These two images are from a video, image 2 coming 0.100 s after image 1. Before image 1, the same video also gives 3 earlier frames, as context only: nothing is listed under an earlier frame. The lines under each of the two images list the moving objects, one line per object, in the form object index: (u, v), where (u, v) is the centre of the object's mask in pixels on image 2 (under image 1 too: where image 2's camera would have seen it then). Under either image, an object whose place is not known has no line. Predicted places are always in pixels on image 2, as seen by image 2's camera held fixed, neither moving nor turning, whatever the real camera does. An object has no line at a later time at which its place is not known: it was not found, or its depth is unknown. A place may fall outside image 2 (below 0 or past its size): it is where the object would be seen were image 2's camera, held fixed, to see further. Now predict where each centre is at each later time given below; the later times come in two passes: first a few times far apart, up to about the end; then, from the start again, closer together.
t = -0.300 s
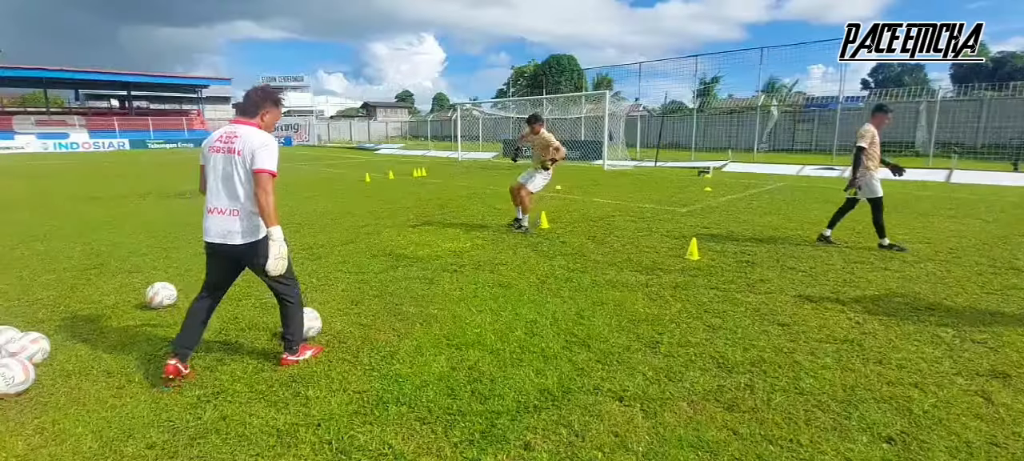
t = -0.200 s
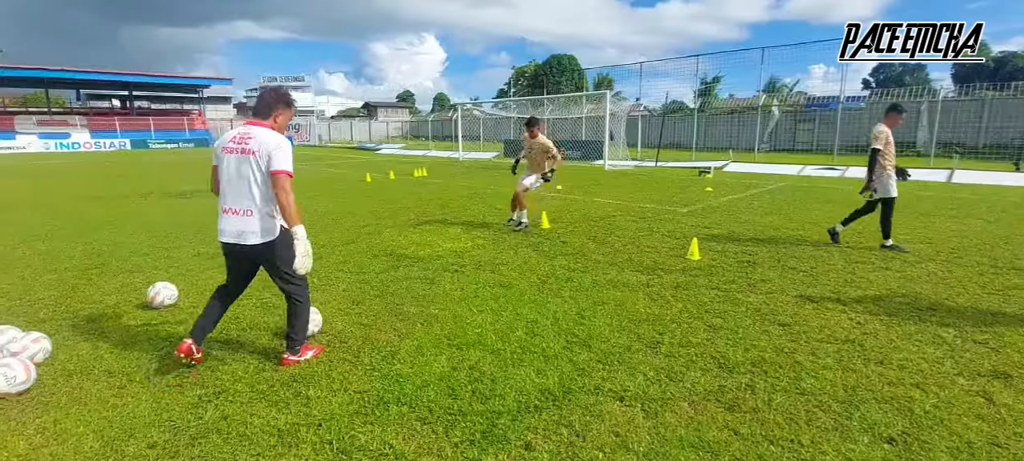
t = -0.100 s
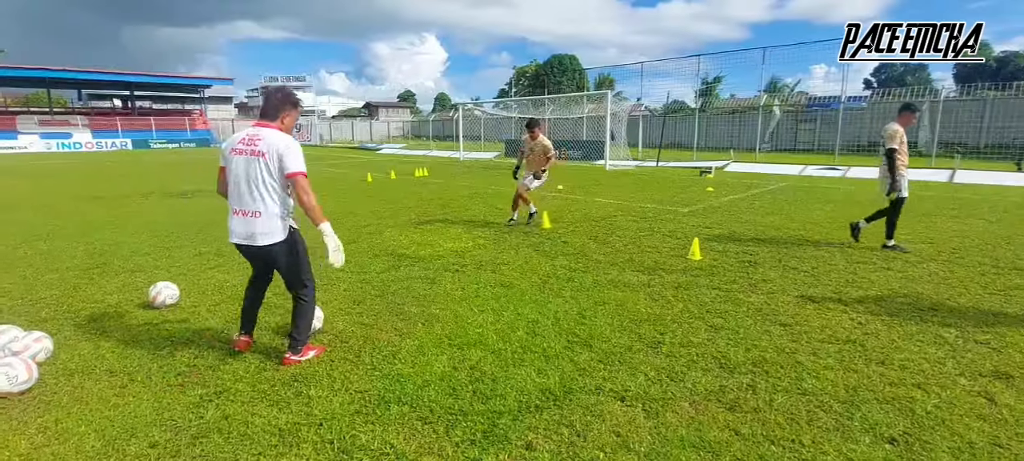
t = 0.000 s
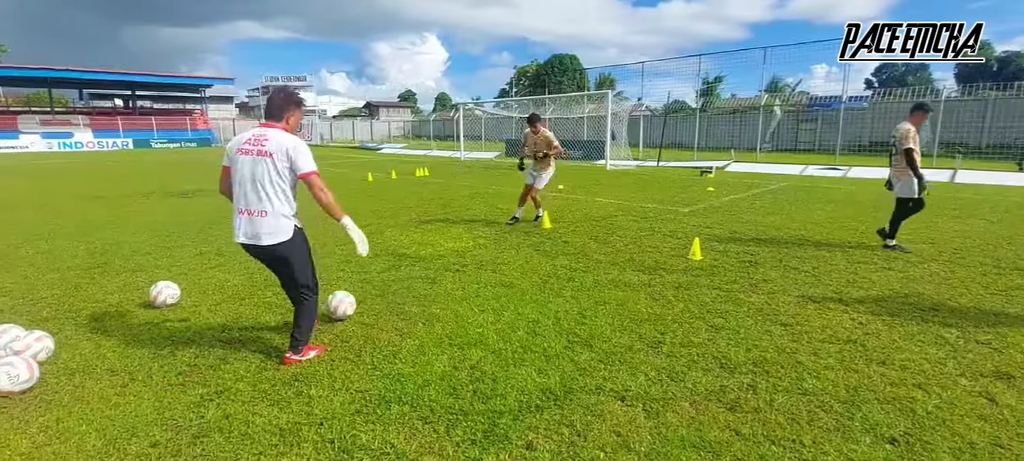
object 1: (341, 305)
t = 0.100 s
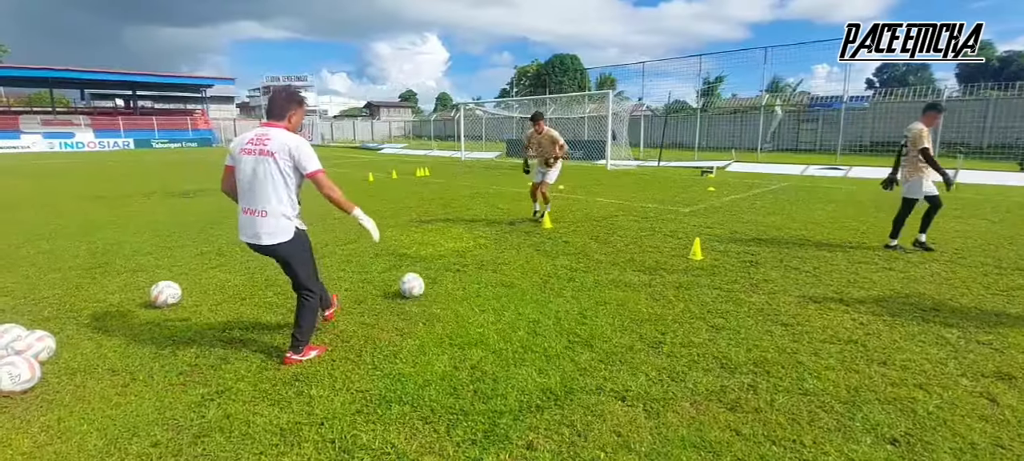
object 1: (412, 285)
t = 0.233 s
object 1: (476, 265)
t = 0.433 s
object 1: (538, 246)
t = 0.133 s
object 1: (430, 280)
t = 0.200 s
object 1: (461, 269)
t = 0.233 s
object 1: (476, 265)
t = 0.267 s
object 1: (490, 263)
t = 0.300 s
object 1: (501, 259)
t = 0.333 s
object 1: (511, 254)
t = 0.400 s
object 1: (530, 247)
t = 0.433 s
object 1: (538, 246)
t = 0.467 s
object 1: (547, 246)
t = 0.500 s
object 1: (555, 243)
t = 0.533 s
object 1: (561, 240)
